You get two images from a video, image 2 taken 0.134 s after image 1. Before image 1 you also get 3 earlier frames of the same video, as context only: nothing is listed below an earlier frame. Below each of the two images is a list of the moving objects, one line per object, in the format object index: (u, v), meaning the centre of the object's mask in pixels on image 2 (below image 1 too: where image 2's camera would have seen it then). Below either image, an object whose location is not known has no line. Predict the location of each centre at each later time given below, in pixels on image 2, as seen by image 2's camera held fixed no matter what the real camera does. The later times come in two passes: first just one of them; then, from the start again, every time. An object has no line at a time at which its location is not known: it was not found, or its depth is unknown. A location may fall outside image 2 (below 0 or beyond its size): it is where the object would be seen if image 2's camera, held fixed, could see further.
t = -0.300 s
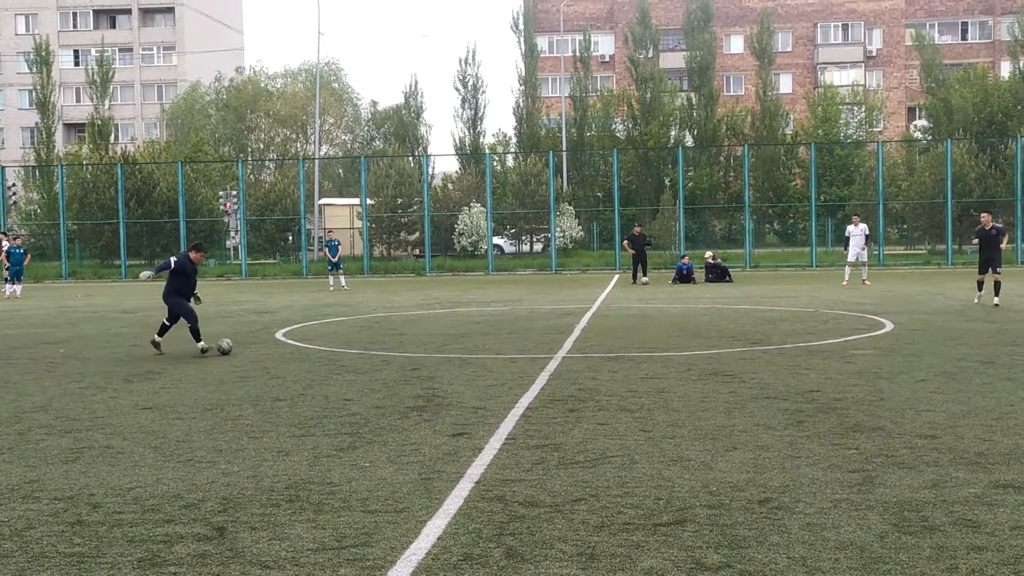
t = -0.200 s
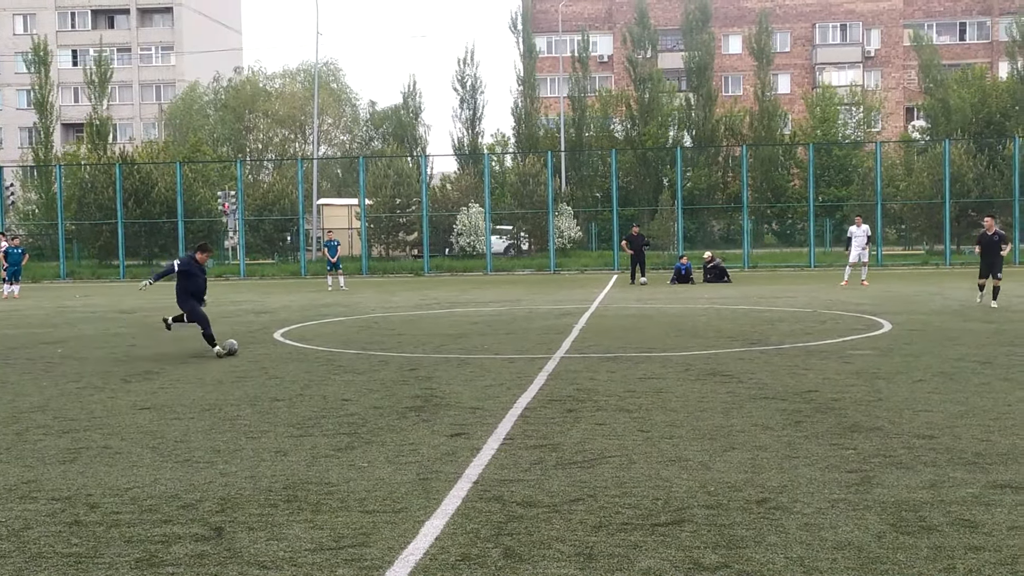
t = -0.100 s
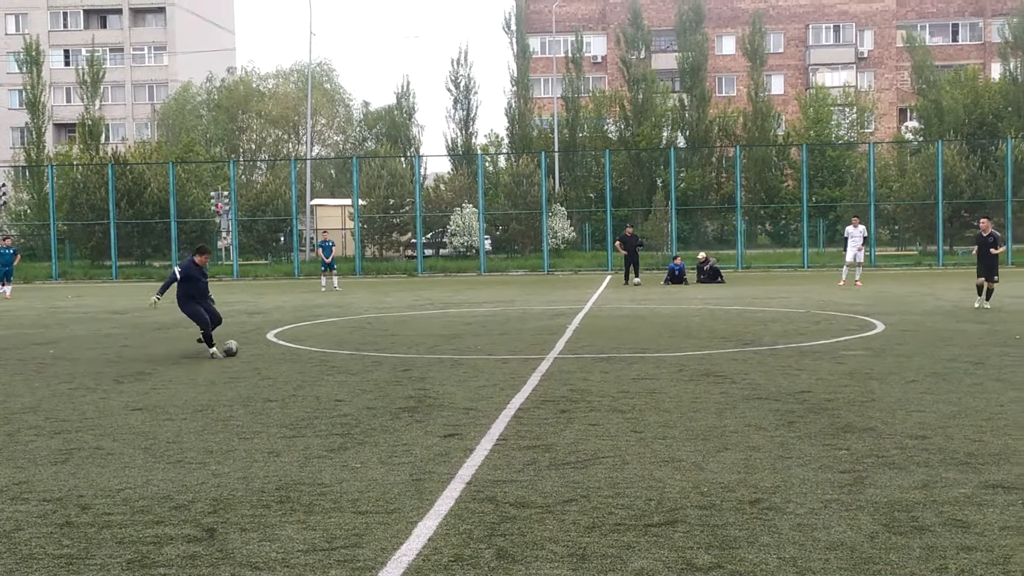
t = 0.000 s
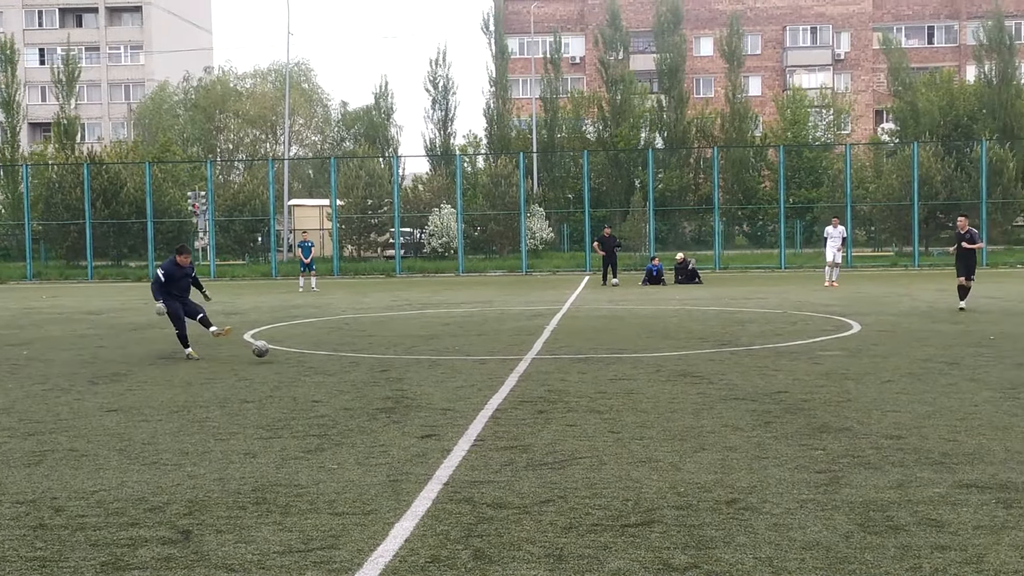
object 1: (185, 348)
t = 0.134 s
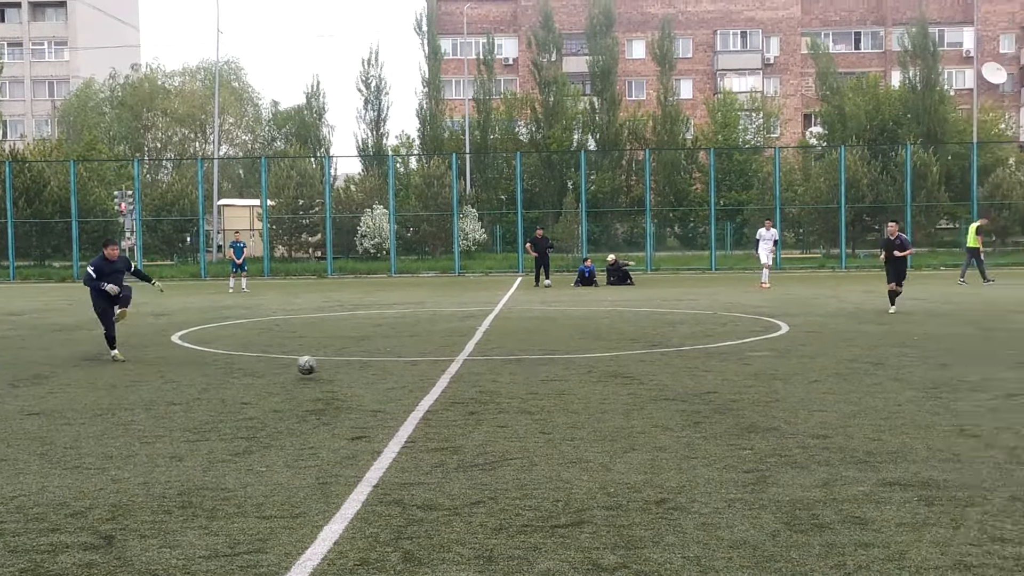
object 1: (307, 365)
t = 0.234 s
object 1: (404, 378)
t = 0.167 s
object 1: (340, 374)
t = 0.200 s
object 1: (371, 376)
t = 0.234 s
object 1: (404, 378)
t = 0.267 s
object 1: (438, 381)
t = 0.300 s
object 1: (473, 387)
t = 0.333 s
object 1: (511, 394)
